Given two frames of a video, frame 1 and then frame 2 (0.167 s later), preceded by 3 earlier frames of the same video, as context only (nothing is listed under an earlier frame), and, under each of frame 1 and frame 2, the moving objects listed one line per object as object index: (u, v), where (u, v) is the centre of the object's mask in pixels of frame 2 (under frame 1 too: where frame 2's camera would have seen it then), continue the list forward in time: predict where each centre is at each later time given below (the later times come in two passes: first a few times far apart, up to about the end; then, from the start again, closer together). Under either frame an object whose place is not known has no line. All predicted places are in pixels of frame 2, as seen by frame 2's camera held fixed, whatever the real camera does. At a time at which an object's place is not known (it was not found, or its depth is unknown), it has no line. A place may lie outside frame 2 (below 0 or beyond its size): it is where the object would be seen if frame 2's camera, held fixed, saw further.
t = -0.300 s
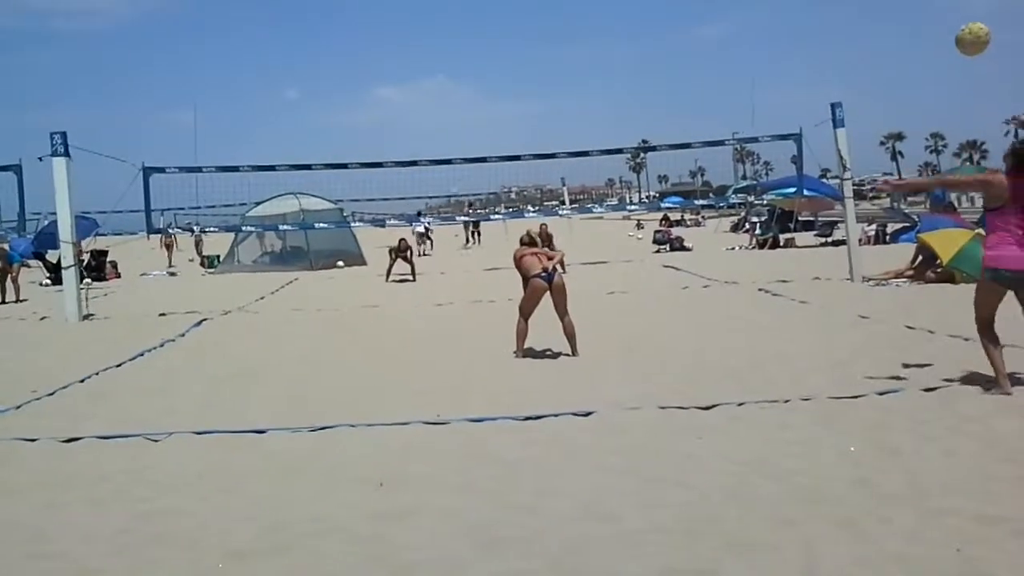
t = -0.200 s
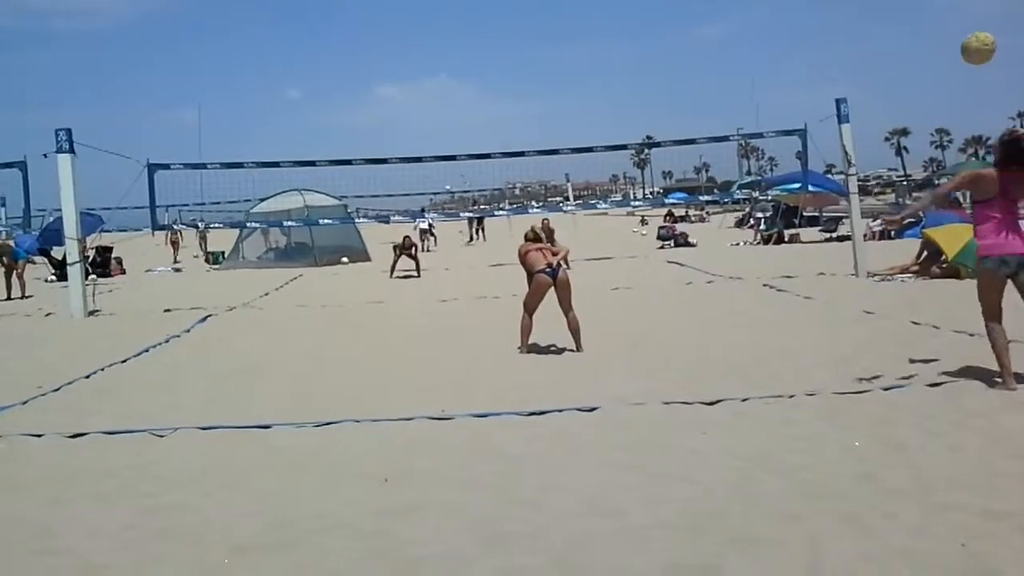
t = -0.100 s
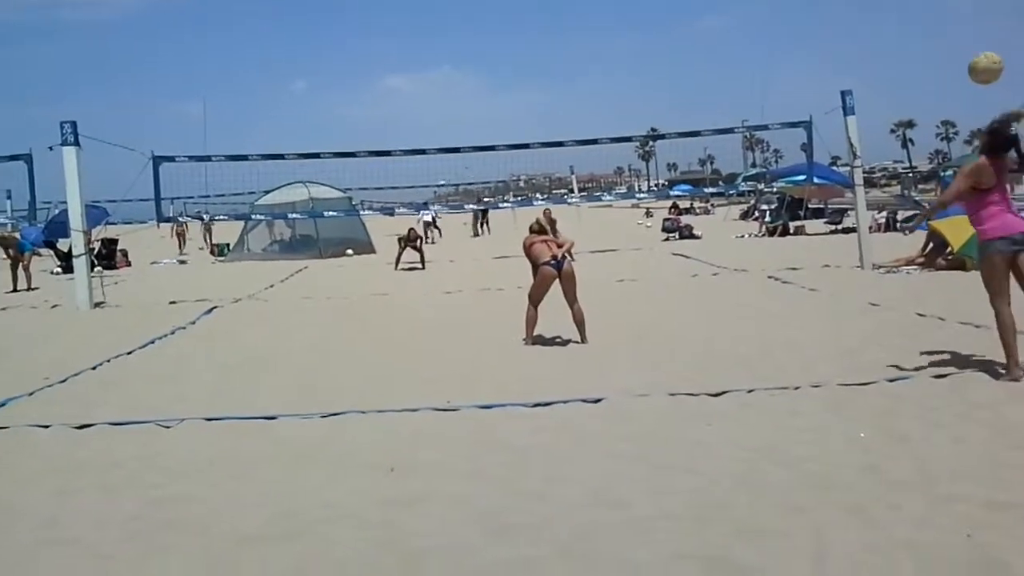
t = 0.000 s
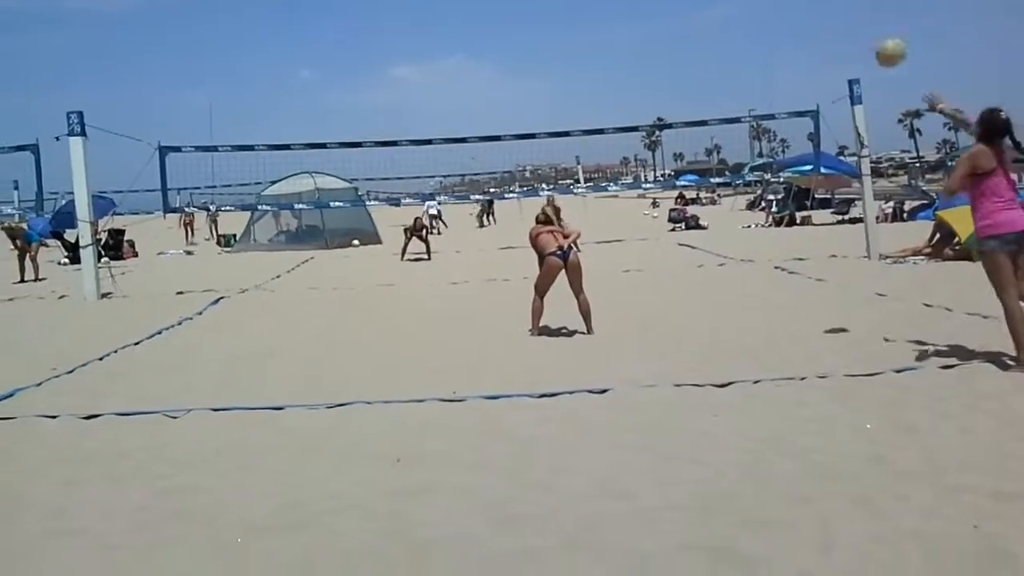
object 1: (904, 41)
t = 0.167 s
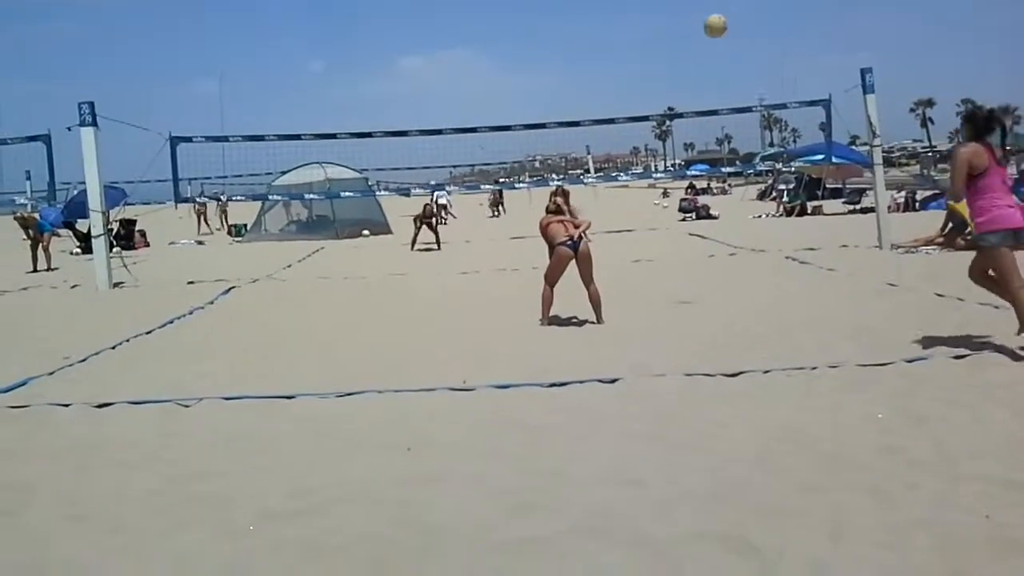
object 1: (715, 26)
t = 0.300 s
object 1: (620, 35)
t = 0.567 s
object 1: (505, 81)
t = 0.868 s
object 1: (431, 151)
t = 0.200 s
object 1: (688, 27)
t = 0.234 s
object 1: (664, 28)
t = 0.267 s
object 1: (641, 31)
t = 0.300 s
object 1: (620, 35)
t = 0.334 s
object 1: (602, 40)
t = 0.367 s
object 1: (585, 45)
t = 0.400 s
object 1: (569, 50)
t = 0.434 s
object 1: (555, 56)
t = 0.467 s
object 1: (541, 62)
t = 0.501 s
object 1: (528, 68)
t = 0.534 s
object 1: (516, 75)
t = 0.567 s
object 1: (505, 81)
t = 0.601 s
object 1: (494, 88)
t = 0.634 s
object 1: (485, 95)
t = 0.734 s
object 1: (459, 119)
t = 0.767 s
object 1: (452, 124)
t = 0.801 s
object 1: (446, 138)
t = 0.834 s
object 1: (439, 144)
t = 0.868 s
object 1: (431, 151)
